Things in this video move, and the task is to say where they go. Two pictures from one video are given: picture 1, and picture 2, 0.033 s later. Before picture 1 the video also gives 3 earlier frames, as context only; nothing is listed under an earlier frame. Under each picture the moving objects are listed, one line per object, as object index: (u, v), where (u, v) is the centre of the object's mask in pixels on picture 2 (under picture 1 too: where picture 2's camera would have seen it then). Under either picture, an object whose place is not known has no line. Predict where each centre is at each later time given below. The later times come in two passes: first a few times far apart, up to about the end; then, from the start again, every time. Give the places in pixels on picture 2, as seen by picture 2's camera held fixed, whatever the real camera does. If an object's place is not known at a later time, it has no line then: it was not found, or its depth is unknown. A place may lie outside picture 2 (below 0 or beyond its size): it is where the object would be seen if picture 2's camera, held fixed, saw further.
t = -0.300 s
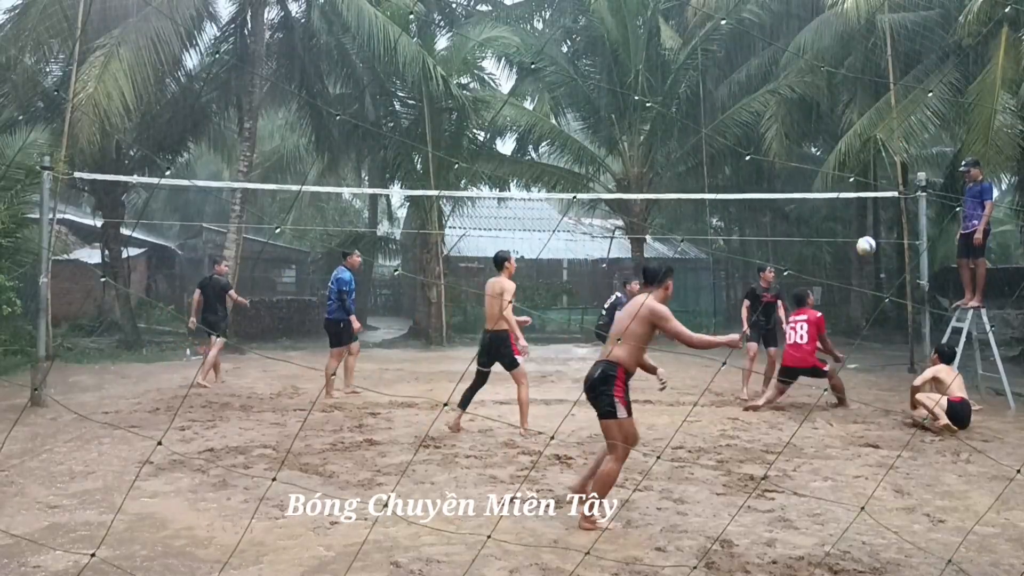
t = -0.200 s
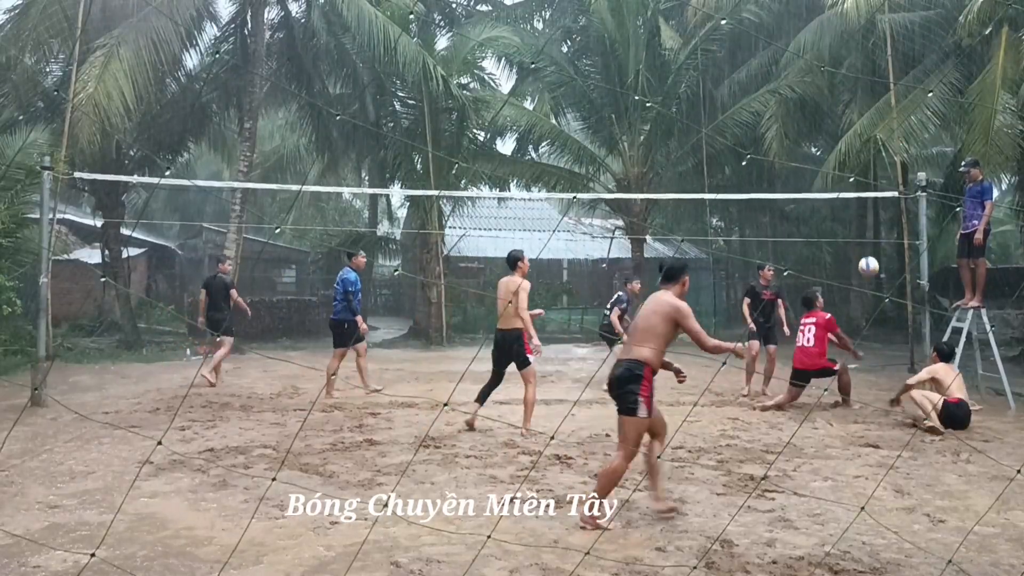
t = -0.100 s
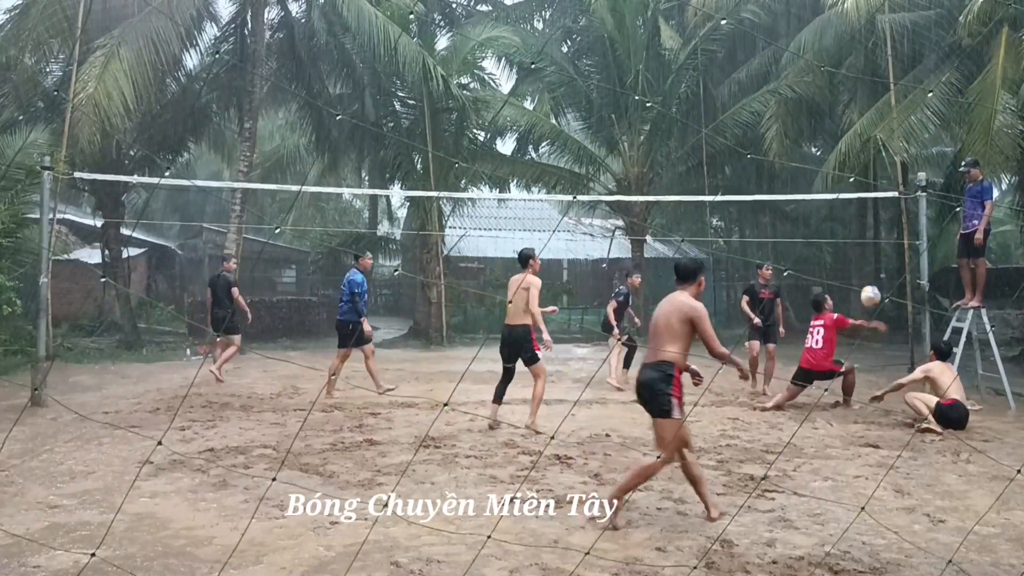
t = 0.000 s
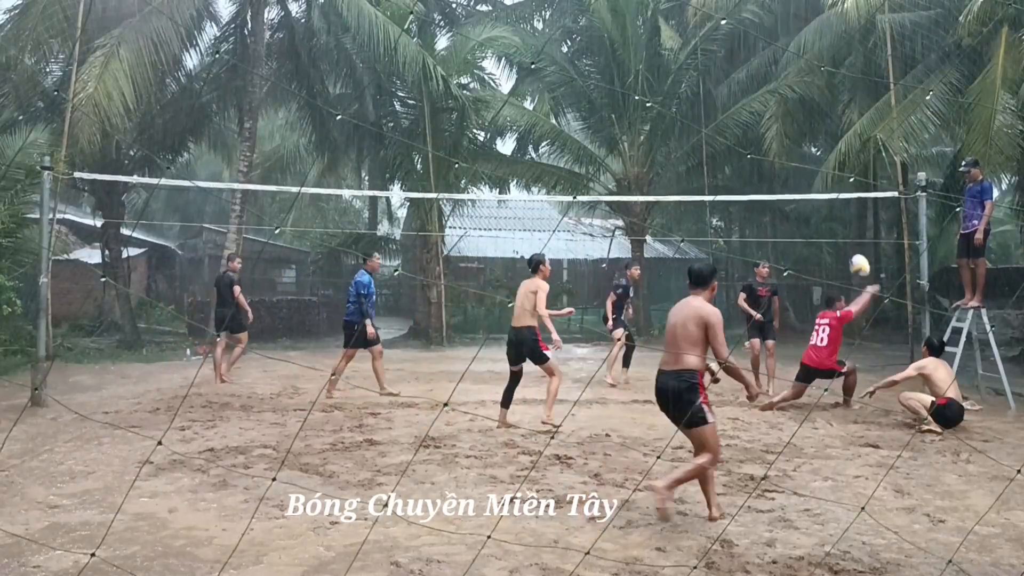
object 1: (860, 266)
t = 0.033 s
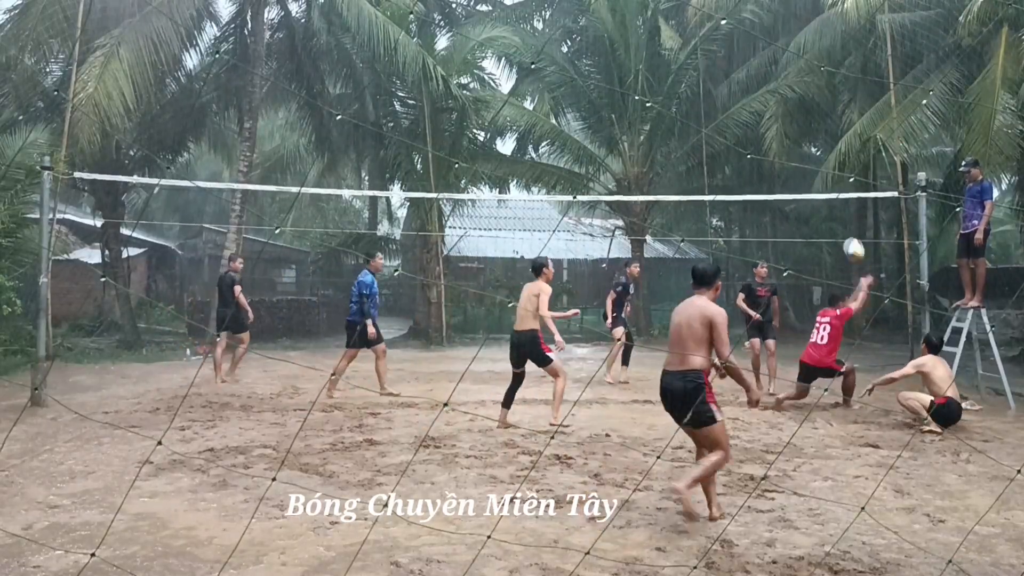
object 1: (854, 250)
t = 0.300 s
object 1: (807, 144)
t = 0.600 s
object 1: (748, 95)
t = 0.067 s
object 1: (848, 233)
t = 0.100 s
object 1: (842, 217)
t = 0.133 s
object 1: (837, 204)
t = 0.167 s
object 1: (831, 188)
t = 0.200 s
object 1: (825, 176)
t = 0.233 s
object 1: (819, 164)
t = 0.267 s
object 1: (813, 153)
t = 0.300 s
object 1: (807, 144)
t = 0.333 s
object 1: (801, 134)
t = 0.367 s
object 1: (794, 126)
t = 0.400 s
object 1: (788, 118)
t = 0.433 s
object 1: (782, 111)
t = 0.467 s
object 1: (775, 106)
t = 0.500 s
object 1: (768, 102)
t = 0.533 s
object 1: (762, 99)
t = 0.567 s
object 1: (756, 97)
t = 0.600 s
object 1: (748, 95)
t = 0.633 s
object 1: (741, 95)
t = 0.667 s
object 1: (733, 97)
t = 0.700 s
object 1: (727, 98)
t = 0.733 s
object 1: (719, 103)
